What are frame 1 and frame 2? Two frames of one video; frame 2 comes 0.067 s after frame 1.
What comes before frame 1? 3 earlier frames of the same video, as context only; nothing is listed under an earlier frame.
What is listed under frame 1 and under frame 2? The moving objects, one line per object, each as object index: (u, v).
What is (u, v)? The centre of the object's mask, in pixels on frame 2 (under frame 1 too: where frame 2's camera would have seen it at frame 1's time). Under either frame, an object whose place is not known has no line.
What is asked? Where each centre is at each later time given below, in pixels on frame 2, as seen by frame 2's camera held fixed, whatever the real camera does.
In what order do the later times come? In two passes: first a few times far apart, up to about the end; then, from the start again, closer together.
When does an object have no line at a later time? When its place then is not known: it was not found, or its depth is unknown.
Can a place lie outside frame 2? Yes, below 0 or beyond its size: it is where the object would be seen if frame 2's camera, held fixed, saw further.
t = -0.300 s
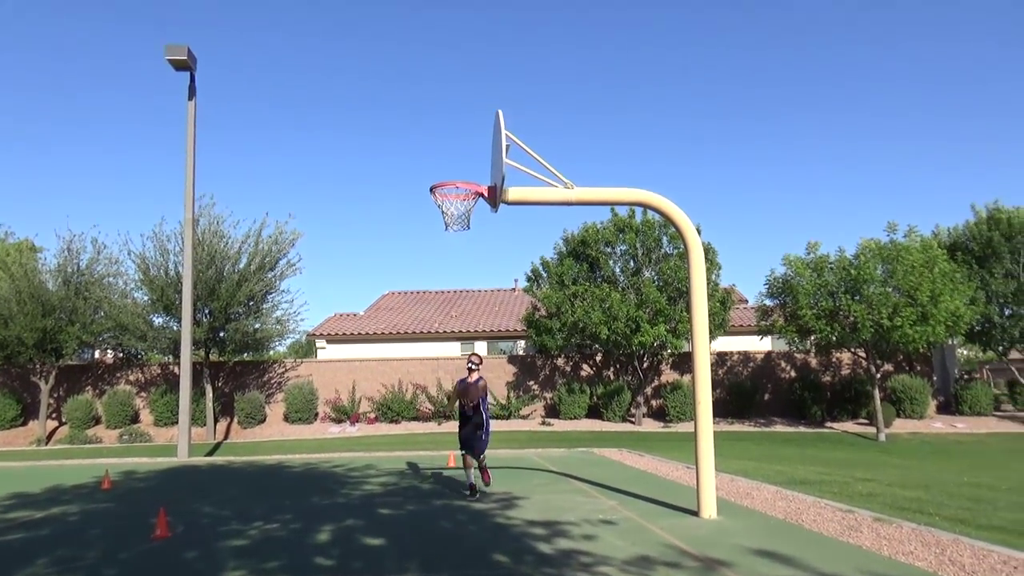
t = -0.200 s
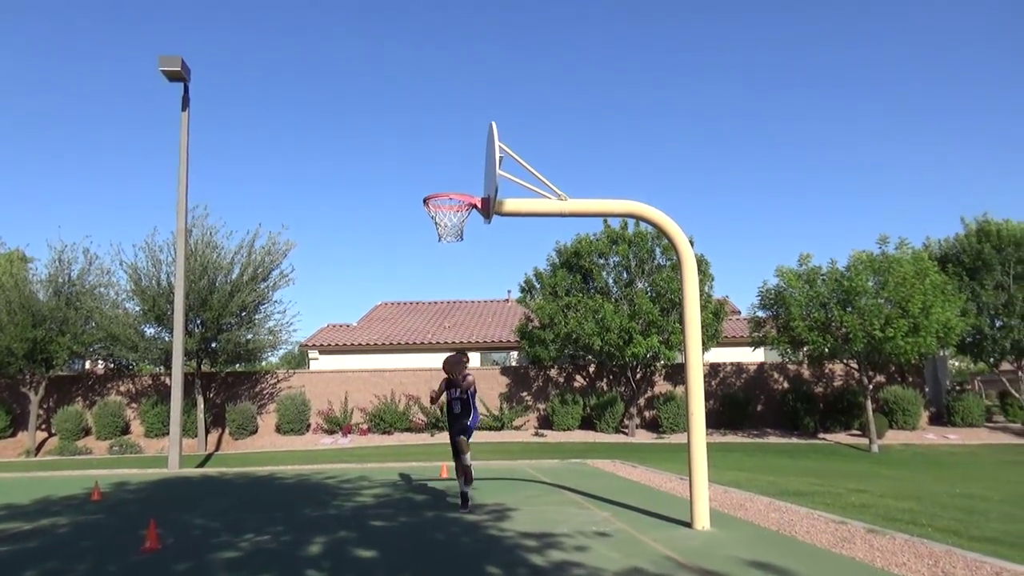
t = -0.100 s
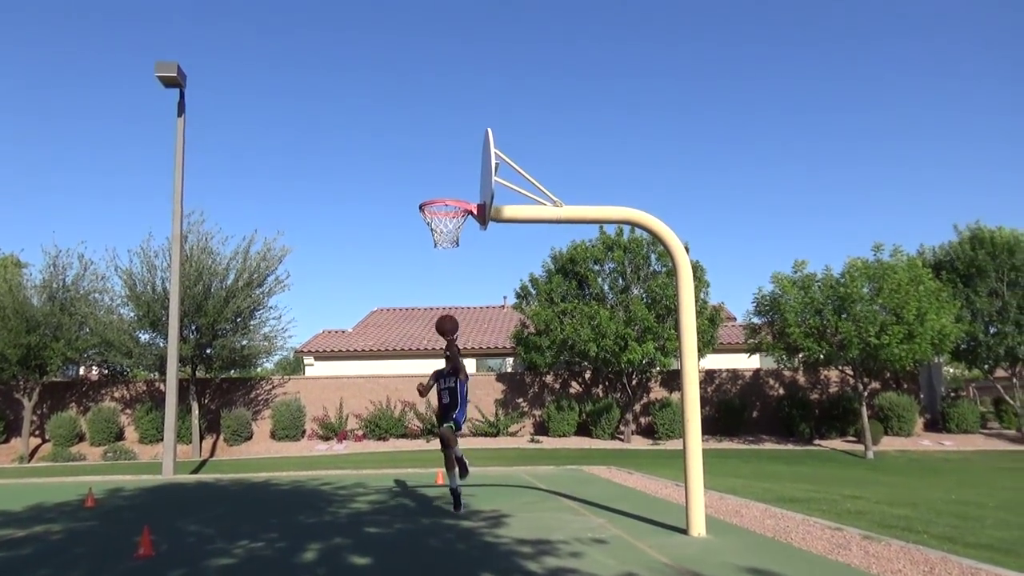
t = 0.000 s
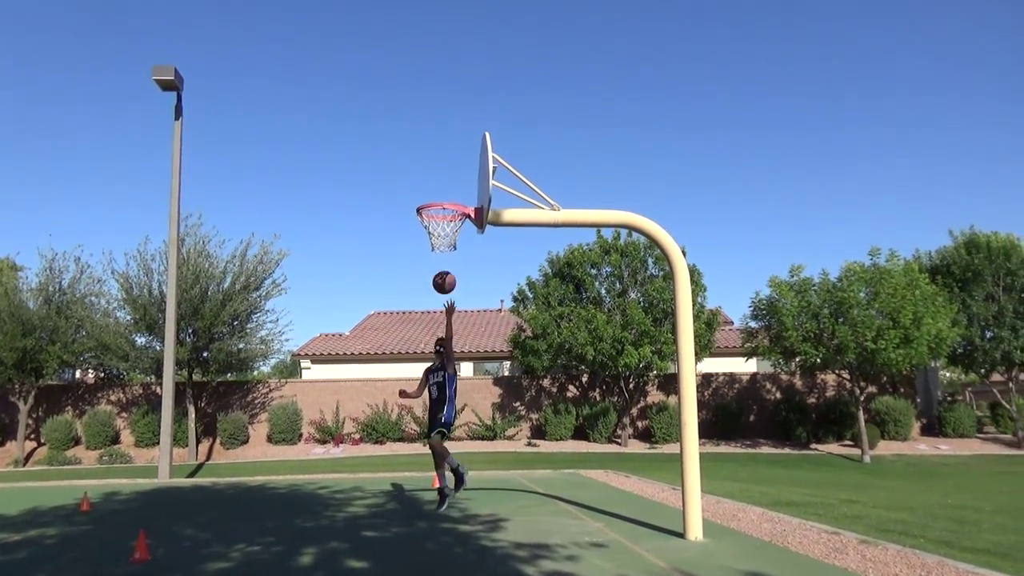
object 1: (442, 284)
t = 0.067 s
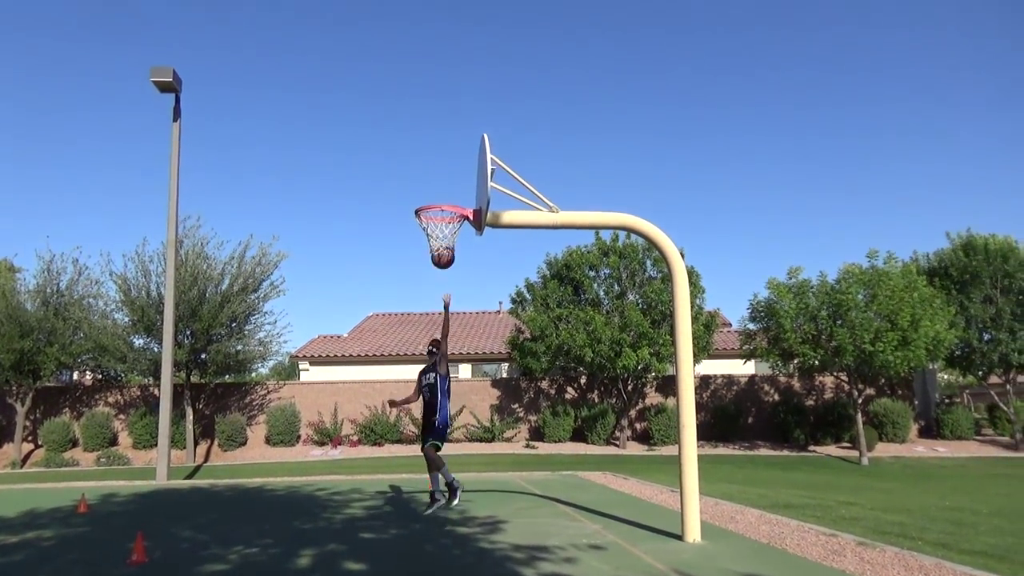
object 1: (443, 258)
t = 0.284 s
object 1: (443, 195)
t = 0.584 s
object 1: (443, 184)
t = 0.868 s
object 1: (432, 233)
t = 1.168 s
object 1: (443, 245)
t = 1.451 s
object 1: (445, 310)
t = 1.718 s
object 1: (447, 461)
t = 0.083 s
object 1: (444, 254)
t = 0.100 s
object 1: (442, 246)
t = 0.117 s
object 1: (442, 237)
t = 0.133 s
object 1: (442, 236)
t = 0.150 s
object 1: (442, 235)
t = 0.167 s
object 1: (443, 222)
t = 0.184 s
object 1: (443, 220)
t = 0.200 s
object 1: (443, 217)
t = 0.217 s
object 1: (442, 214)
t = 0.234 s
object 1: (443, 200)
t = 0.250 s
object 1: (443, 201)
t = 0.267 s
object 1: (443, 197)
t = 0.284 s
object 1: (443, 195)
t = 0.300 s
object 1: (443, 193)
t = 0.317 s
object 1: (443, 191)
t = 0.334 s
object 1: (443, 188)
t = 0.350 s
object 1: (443, 187)
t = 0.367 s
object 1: (443, 185)
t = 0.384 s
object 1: (443, 183)
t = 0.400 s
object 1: (443, 182)
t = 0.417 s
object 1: (443, 181)
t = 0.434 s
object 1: (443, 180)
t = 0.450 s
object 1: (443, 179)
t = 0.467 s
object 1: (443, 179)
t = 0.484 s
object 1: (443, 179)
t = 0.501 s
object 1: (443, 179)
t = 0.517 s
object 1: (443, 180)
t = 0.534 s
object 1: (443, 180)
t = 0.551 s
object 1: (443, 182)
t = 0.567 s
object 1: (443, 183)
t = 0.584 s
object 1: (443, 184)
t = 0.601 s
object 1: (443, 186)
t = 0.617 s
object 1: (443, 189)
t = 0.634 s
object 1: (443, 191)
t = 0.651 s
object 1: (443, 193)
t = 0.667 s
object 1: (443, 195)
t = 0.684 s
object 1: (443, 197)
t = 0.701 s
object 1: (443, 203)
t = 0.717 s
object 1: (440, 204)
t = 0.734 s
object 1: (440, 211)
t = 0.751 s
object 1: (439, 211)
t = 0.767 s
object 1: (439, 214)
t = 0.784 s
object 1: (439, 219)
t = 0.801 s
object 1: (438, 220)
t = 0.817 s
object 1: (436, 222)
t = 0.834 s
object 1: (434, 224)
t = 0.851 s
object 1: (432, 227)
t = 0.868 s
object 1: (432, 233)
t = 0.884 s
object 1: (432, 235)
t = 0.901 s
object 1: (432, 235)
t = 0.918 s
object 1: (434, 233)
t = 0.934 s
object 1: (434, 232)
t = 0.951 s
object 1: (434, 234)
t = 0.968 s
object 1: (435, 235)
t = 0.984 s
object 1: (435, 235)
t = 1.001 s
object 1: (436, 234)
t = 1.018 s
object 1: (436, 235)
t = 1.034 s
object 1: (437, 236)
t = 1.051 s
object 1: (438, 237)
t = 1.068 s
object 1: (439, 239)
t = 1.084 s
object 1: (439, 239)
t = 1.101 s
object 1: (439, 241)
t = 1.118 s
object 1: (441, 241)
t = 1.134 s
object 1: (441, 242)
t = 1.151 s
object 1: (442, 243)
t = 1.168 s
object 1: (443, 245)
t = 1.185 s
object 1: (443, 246)
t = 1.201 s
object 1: (443, 252)
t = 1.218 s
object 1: (443, 253)
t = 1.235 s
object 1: (443, 254)
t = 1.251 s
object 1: (444, 256)
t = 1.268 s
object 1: (444, 259)
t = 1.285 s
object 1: (444, 262)
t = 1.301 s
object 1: (444, 265)
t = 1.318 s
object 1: (444, 269)
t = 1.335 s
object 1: (444, 274)
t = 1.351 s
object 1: (444, 277)
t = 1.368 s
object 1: (444, 282)
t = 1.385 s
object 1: (445, 287)
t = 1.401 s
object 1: (445, 293)
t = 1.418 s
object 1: (445, 298)
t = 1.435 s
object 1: (445, 304)
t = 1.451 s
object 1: (445, 310)
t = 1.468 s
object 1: (445, 317)
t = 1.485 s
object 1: (446, 324)
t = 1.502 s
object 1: (446, 331)
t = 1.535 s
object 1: (446, 347)
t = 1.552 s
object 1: (446, 355)
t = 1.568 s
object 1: (446, 364)
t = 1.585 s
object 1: (446, 373)
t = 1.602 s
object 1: (447, 383)
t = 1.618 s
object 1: (447, 393)
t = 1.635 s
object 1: (447, 403)
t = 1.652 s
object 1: (446, 414)
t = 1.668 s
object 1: (446, 425)
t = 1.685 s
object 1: (447, 437)
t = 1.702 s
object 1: (447, 449)
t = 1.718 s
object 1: (447, 461)
